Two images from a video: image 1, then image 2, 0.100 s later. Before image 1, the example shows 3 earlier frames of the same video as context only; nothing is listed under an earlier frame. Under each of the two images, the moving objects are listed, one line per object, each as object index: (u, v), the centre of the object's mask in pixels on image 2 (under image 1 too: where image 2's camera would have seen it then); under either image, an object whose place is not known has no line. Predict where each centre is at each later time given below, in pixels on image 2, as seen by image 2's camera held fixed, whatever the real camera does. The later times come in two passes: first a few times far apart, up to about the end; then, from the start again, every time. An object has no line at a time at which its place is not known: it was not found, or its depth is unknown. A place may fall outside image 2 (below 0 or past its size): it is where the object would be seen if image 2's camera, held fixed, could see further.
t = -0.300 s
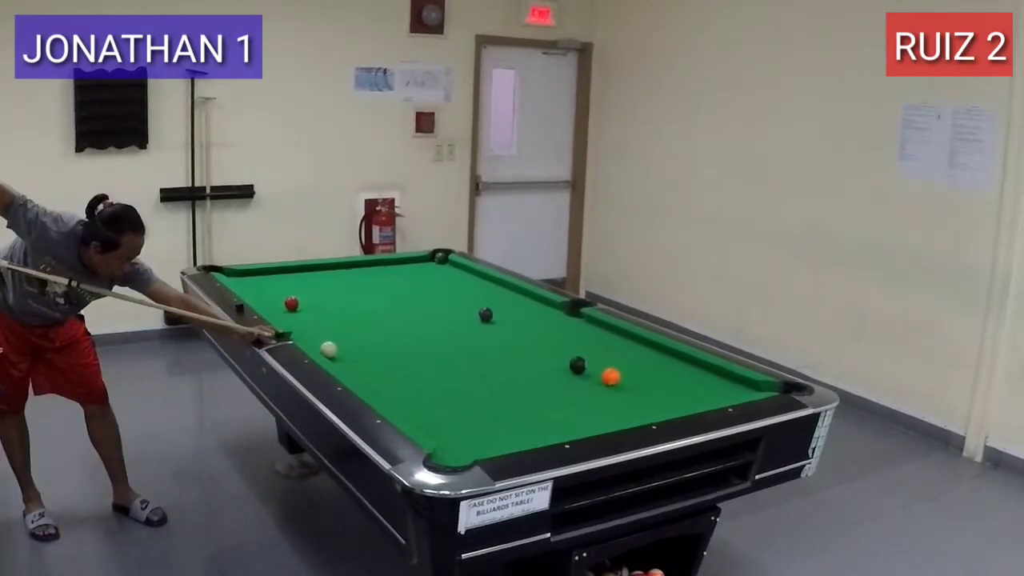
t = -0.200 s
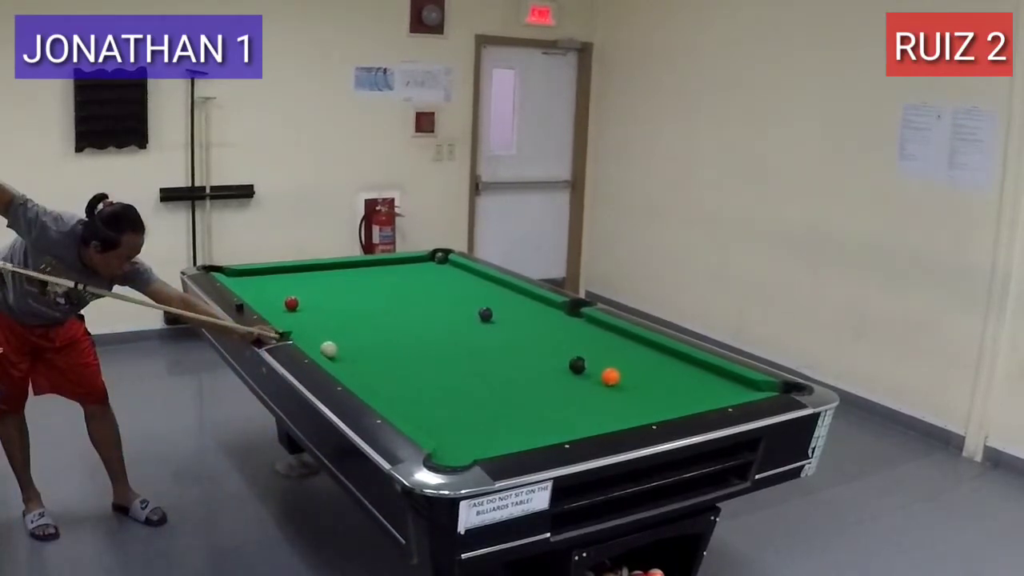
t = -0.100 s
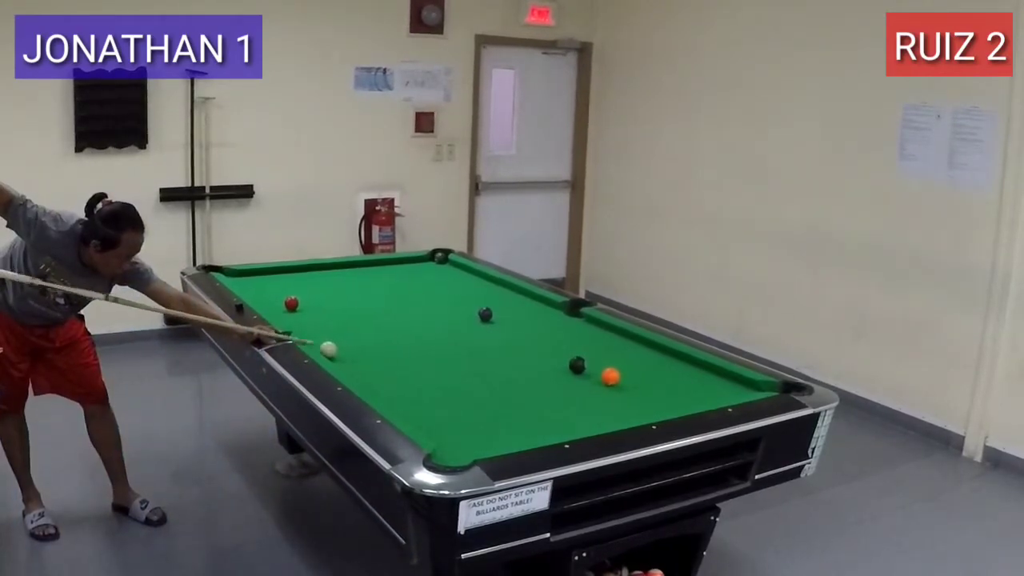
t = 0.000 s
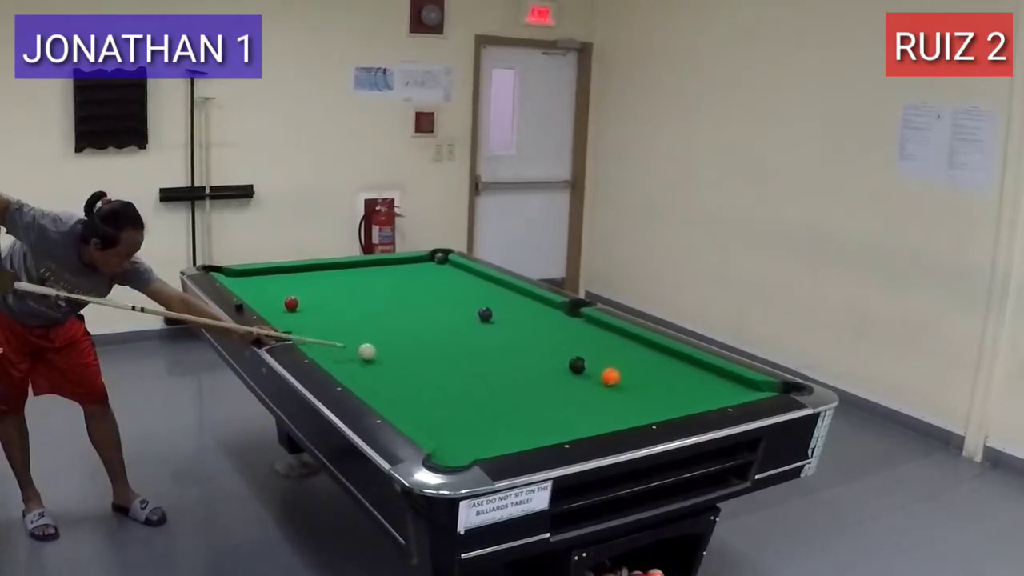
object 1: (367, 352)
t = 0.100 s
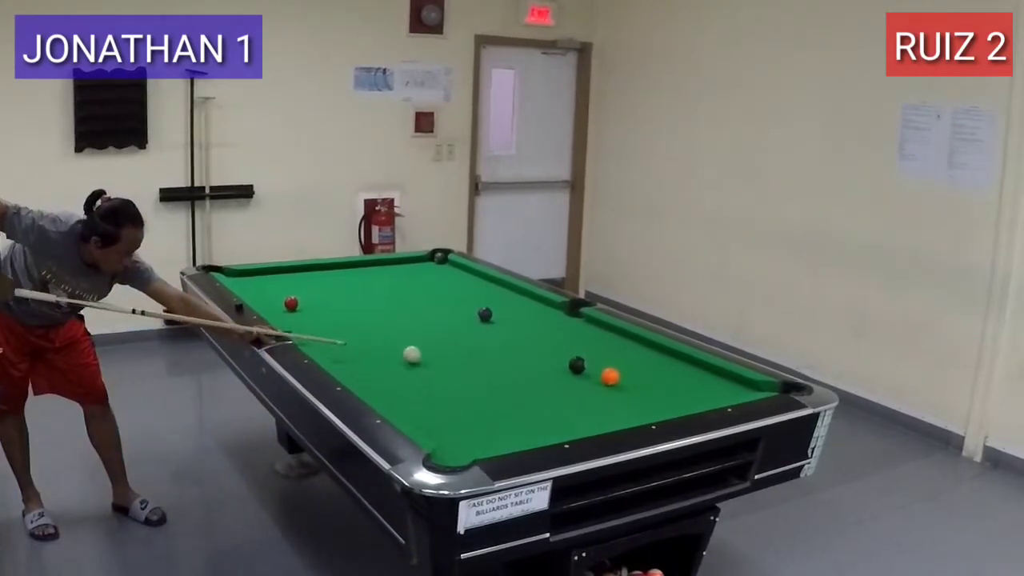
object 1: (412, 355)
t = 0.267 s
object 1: (487, 359)
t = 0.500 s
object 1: (566, 360)
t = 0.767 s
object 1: (601, 354)
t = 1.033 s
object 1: (633, 349)
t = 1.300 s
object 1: (651, 347)
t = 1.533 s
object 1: (637, 349)
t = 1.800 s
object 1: (622, 352)
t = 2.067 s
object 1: (608, 354)
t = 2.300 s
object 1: (597, 354)
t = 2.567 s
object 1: (587, 356)
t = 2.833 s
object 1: (578, 357)
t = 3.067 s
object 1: (573, 358)
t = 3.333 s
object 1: (568, 358)
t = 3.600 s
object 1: (566, 359)
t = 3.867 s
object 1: (566, 359)
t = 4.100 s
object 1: (566, 359)
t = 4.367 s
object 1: (566, 359)
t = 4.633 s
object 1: (566, 359)
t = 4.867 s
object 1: (566, 359)
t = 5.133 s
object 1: (566, 359)
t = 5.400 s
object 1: (566, 359)
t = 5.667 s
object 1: (566, 359)
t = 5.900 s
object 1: (566, 359)
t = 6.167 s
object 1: (566, 359)
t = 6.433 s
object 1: (566, 359)
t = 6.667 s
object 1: (566, 359)
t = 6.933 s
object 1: (567, 359)
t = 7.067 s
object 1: (566, 359)
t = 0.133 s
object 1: (427, 356)
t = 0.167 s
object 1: (442, 357)
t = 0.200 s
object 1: (457, 358)
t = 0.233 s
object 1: (472, 358)
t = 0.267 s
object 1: (487, 359)
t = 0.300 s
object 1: (502, 359)
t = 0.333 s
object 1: (517, 360)
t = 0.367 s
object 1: (532, 361)
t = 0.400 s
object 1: (547, 361)
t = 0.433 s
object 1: (560, 362)
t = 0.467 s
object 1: (562, 361)
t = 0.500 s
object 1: (566, 360)
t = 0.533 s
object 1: (570, 359)
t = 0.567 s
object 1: (574, 358)
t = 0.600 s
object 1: (579, 358)
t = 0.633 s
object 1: (584, 357)
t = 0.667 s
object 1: (588, 357)
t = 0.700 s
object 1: (593, 356)
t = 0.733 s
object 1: (597, 355)
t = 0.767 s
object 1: (601, 354)
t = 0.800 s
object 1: (605, 354)
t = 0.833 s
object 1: (610, 353)
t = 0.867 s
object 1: (614, 353)
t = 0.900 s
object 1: (618, 352)
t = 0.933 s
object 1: (622, 351)
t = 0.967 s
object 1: (626, 351)
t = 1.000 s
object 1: (630, 350)
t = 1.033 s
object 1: (633, 349)
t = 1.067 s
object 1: (638, 349)
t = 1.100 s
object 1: (641, 348)
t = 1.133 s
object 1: (645, 348)
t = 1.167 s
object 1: (648, 347)
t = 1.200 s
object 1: (652, 347)
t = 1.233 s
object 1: (655, 346)
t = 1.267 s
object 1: (653, 347)
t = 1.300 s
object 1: (651, 347)
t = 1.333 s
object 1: (649, 347)
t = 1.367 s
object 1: (647, 348)
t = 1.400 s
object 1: (645, 348)
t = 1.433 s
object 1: (643, 348)
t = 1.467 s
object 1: (641, 349)
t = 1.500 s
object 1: (639, 349)
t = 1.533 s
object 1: (637, 349)
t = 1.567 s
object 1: (635, 349)
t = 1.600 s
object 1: (633, 350)
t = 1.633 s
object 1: (631, 350)
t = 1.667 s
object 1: (629, 350)
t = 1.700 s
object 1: (627, 351)
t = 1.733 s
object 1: (625, 351)
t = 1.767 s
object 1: (624, 351)
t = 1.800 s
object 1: (622, 352)
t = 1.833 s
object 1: (620, 352)
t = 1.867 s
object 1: (618, 352)
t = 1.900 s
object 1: (616, 352)
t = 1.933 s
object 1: (615, 353)
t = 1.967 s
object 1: (613, 353)
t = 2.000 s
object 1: (611, 353)
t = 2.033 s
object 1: (609, 353)
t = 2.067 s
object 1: (608, 354)
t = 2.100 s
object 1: (606, 354)
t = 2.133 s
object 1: (605, 354)
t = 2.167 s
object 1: (603, 354)
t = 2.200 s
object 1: (602, 354)
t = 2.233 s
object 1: (600, 354)
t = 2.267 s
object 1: (599, 354)
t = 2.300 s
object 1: (597, 354)
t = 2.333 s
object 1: (596, 355)
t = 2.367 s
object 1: (595, 355)
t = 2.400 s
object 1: (593, 355)
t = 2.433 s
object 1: (592, 355)
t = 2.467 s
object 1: (590, 355)
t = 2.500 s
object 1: (589, 356)
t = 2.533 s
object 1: (588, 356)
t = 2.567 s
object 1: (587, 356)
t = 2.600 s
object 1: (586, 356)
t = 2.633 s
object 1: (585, 356)
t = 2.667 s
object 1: (583, 356)
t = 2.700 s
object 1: (583, 357)
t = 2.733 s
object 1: (582, 357)
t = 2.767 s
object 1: (580, 357)
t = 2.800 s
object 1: (580, 357)
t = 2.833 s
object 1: (578, 357)
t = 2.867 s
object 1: (578, 357)
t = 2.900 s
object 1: (577, 357)
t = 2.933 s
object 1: (576, 357)
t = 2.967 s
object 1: (575, 357)
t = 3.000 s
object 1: (574, 358)
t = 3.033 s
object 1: (573, 358)
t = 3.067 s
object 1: (573, 358)
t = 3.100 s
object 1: (573, 358)
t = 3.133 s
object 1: (571, 358)
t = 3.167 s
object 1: (571, 358)
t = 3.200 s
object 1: (570, 358)
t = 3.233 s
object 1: (570, 358)
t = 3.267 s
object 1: (569, 358)
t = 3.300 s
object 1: (569, 358)
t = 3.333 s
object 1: (568, 358)
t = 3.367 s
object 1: (568, 358)
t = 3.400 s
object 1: (568, 359)
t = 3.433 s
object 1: (568, 358)
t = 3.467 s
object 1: (567, 359)
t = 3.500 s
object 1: (567, 359)
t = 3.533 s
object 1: (567, 359)
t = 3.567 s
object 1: (567, 359)
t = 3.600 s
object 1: (566, 359)
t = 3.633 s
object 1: (566, 359)
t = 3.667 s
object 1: (566, 359)
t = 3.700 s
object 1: (566, 359)
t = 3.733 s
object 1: (566, 359)
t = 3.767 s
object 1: (566, 359)
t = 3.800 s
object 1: (566, 359)
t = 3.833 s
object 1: (566, 359)
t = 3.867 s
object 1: (566, 359)
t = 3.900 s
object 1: (566, 359)
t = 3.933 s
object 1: (566, 359)
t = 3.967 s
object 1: (566, 359)
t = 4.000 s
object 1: (566, 359)
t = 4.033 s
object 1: (566, 359)
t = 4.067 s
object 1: (566, 359)
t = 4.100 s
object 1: (566, 359)
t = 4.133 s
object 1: (566, 359)
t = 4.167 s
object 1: (566, 359)
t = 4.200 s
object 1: (566, 359)
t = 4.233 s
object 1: (566, 359)
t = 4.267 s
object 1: (566, 359)
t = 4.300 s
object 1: (566, 359)
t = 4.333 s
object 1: (566, 359)
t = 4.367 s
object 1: (566, 359)
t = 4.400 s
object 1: (566, 359)
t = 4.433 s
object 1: (566, 359)
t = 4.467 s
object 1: (566, 359)
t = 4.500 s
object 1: (566, 359)
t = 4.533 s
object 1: (566, 359)
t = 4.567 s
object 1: (566, 359)
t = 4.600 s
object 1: (566, 359)
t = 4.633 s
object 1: (566, 359)
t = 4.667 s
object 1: (566, 359)
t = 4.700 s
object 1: (566, 359)
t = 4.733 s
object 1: (566, 359)
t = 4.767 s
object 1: (566, 359)
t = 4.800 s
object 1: (566, 359)
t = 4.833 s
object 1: (566, 359)
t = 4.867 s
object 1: (566, 359)
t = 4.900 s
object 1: (566, 359)
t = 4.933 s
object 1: (566, 359)
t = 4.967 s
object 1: (566, 359)
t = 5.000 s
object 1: (566, 359)
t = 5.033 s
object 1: (566, 359)
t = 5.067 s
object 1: (566, 359)
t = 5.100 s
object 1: (566, 359)
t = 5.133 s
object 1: (566, 359)
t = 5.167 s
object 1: (566, 359)
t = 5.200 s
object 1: (566, 359)
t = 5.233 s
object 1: (566, 359)
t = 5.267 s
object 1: (566, 359)
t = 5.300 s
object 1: (566, 359)
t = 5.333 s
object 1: (566, 359)
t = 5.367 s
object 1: (566, 359)
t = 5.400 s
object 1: (566, 359)
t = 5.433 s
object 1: (566, 359)
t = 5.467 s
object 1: (566, 359)
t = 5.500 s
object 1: (566, 359)
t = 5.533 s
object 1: (566, 359)
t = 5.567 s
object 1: (566, 359)
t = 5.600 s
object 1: (566, 359)
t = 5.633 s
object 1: (566, 359)
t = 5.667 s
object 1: (566, 359)
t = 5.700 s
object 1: (566, 359)
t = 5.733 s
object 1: (566, 359)
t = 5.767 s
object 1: (566, 359)
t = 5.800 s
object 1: (566, 359)
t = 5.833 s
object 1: (566, 359)
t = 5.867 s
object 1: (566, 359)
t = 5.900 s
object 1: (566, 359)
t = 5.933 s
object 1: (566, 359)
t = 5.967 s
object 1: (566, 359)
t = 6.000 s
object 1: (566, 359)
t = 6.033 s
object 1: (566, 359)
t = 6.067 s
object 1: (566, 359)
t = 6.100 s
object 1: (566, 359)
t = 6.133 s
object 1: (566, 359)
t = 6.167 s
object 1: (566, 359)
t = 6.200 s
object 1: (566, 359)
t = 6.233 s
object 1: (566, 359)
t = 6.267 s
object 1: (566, 359)
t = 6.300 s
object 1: (566, 359)
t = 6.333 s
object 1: (566, 359)
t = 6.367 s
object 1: (566, 359)
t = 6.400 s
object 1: (566, 359)
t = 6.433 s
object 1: (566, 359)
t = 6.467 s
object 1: (566, 359)
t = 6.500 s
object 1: (566, 359)
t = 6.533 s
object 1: (566, 359)
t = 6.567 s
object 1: (566, 359)
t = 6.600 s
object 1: (566, 359)
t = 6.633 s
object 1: (566, 359)
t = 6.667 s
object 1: (566, 359)
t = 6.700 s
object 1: (566, 359)
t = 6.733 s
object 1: (566, 359)
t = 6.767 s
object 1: (566, 359)
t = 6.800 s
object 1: (566, 359)
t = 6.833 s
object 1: (566, 359)
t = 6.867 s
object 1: (566, 359)
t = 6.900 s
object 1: (567, 359)
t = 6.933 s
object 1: (567, 359)
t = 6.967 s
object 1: (567, 359)
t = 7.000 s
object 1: (567, 359)
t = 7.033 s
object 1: (567, 359)
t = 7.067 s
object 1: (566, 359)
